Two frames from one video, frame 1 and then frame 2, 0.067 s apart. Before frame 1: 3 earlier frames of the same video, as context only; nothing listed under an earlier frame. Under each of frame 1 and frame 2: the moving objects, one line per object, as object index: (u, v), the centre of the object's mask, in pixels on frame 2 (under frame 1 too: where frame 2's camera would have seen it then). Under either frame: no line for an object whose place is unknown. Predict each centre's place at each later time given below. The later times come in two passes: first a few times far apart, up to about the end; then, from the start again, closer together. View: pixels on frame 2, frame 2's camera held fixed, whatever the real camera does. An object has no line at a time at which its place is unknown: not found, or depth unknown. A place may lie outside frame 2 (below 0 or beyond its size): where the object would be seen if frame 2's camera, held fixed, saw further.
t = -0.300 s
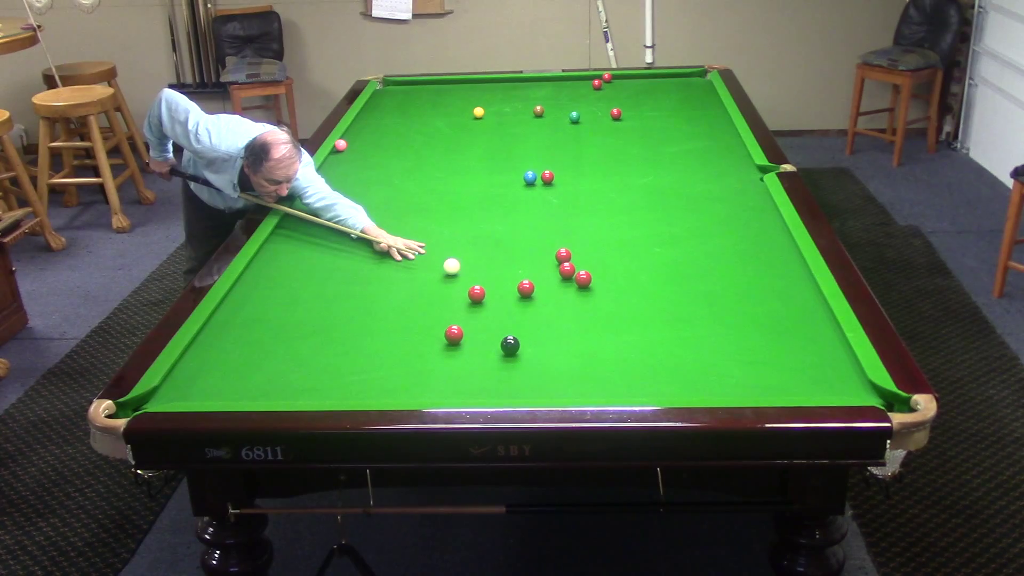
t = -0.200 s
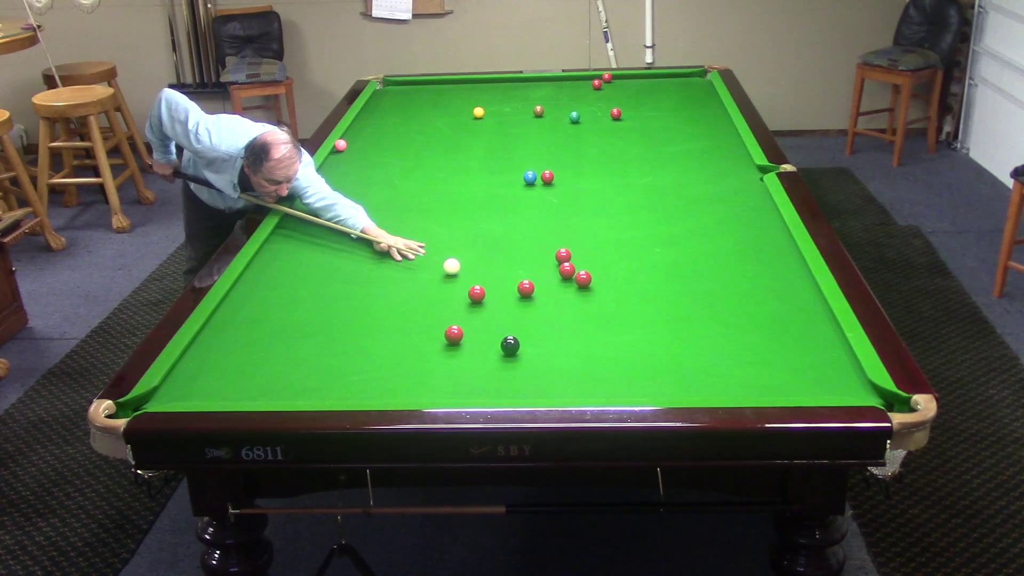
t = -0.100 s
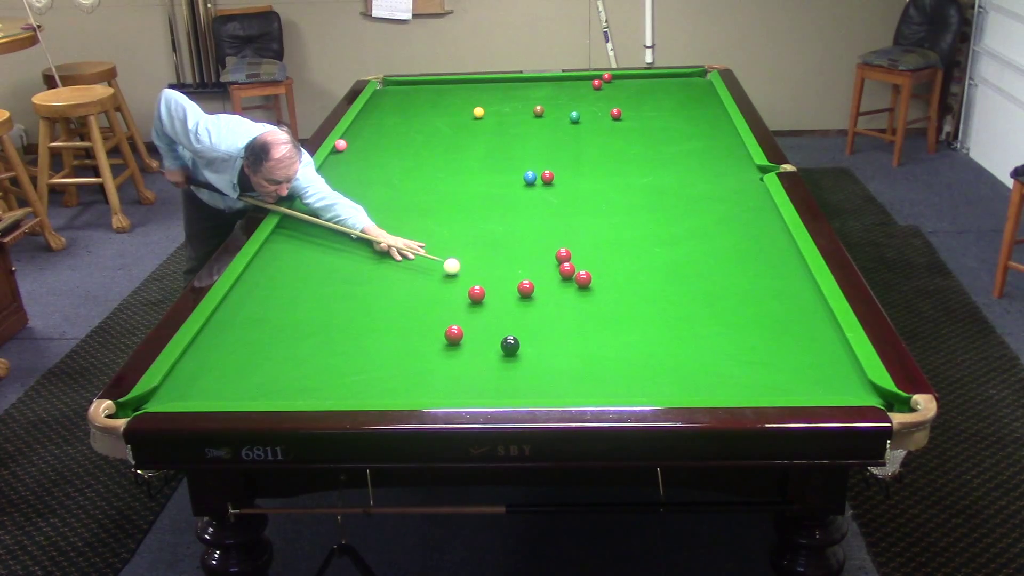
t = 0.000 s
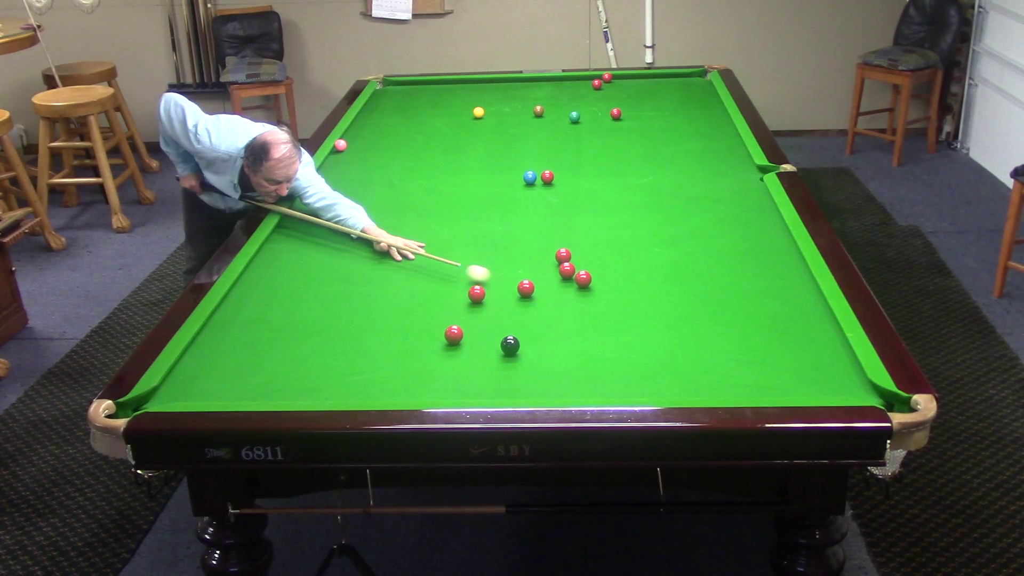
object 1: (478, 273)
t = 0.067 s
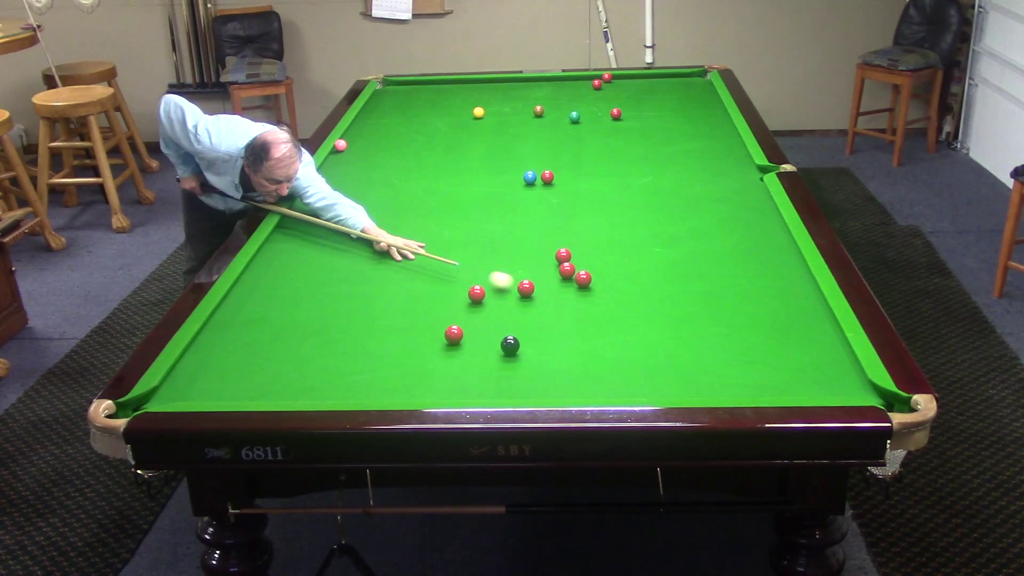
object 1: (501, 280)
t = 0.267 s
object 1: (520, 285)
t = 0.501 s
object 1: (535, 288)
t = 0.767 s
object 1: (551, 291)
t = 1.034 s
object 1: (566, 293)
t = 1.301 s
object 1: (579, 296)
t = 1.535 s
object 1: (590, 298)
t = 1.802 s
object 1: (600, 300)
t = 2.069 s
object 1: (608, 302)
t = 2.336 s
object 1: (614, 304)
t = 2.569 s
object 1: (619, 304)
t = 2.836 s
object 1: (622, 305)
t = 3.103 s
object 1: (625, 305)
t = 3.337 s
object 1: (625, 305)
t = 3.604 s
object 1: (625, 305)
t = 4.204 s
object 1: (625, 305)
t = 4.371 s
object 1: (625, 305)
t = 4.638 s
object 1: (625, 305)
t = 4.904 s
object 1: (625, 305)
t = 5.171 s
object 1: (625, 305)
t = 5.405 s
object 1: (625, 305)
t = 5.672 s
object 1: (625, 305)
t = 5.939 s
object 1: (625, 305)
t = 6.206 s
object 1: (625, 305)
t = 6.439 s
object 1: (625, 305)
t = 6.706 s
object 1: (625, 305)
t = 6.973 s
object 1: (625, 305)
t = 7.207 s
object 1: (625, 305)
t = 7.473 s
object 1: (625, 305)
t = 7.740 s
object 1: (625, 305)
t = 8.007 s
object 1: (625, 305)
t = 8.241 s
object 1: (625, 305)
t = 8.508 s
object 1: (625, 305)
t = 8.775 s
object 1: (625, 305)
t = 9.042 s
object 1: (625, 305)
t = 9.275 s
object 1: (625, 305)
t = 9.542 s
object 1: (625, 305)
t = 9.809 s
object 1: (625, 305)
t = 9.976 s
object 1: (625, 305)
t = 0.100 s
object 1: (510, 283)
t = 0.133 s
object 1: (513, 283)
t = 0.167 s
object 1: (514, 284)
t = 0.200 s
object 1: (515, 284)
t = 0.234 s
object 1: (517, 284)
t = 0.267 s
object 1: (520, 285)
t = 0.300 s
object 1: (522, 285)
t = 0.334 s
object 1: (524, 286)
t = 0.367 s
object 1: (526, 286)
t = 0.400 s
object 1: (529, 286)
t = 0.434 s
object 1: (531, 287)
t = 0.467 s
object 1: (533, 287)
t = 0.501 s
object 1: (535, 288)
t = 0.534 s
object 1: (537, 288)
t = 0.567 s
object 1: (539, 288)
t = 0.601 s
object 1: (541, 289)
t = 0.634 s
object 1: (543, 289)
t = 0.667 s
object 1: (545, 289)
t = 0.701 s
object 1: (547, 290)
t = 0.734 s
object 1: (549, 290)
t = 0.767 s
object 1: (551, 291)
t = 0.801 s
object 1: (553, 291)
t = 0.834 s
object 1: (555, 291)
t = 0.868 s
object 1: (557, 292)
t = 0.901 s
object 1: (559, 292)
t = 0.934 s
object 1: (560, 292)
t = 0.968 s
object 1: (562, 293)
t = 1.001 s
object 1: (564, 293)
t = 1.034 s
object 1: (566, 293)
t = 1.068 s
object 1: (568, 294)
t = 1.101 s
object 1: (569, 294)
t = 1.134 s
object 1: (571, 295)
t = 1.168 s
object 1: (573, 295)
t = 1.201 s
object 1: (575, 295)
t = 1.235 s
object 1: (576, 295)
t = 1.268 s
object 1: (578, 296)
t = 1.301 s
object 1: (579, 296)
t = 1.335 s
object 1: (581, 297)
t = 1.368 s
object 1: (582, 297)
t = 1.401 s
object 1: (584, 297)
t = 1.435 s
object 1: (586, 297)
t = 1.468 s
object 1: (587, 298)
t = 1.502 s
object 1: (588, 298)
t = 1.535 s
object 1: (590, 298)
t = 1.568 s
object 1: (591, 298)
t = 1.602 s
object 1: (592, 299)
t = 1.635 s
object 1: (594, 299)
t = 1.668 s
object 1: (595, 299)
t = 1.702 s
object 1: (596, 299)
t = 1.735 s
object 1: (597, 300)
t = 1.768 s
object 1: (599, 300)
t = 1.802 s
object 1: (600, 300)
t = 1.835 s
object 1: (601, 300)
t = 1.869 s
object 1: (602, 301)
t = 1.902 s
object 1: (603, 301)
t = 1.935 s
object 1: (604, 301)
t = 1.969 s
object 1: (605, 301)
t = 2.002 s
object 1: (606, 302)
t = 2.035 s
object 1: (607, 302)
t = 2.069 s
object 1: (608, 302)
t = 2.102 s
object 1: (609, 302)
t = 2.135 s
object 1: (610, 302)
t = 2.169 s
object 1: (610, 303)
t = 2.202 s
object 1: (611, 303)
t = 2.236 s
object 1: (612, 303)
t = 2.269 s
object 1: (613, 303)
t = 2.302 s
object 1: (614, 303)
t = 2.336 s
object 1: (614, 304)
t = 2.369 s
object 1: (615, 304)
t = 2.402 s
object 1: (616, 304)
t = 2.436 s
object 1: (616, 304)
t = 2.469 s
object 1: (617, 304)
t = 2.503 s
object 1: (617, 304)
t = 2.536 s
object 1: (618, 304)
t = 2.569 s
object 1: (619, 304)
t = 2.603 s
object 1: (619, 304)
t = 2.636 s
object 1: (620, 304)
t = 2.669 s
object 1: (620, 304)
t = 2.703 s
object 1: (621, 304)
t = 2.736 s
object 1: (621, 305)
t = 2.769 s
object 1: (621, 305)
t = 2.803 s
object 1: (622, 305)
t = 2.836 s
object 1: (622, 305)
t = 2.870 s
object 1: (623, 305)
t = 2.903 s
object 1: (623, 305)
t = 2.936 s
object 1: (623, 305)
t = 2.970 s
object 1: (624, 305)
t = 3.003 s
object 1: (624, 305)
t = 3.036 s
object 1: (624, 305)
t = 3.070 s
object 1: (624, 305)
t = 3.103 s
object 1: (625, 305)
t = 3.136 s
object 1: (625, 305)
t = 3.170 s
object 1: (625, 305)
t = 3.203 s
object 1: (625, 305)
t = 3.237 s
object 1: (625, 305)
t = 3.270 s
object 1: (625, 305)
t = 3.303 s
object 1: (625, 305)
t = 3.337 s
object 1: (625, 305)
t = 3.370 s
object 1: (625, 305)
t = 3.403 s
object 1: (625, 305)
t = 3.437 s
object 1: (625, 305)
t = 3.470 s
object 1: (625, 305)
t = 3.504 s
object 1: (625, 305)
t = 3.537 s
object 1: (625, 305)
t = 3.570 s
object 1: (625, 305)
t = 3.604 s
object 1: (625, 305)
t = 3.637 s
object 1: (625, 305)
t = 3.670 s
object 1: (625, 305)
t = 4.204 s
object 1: (625, 305)
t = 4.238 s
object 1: (625, 305)
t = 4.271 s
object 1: (625, 305)
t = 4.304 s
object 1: (625, 305)
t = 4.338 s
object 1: (625, 305)
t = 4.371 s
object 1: (625, 305)
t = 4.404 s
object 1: (625, 305)
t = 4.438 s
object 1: (625, 305)
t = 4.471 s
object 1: (625, 305)
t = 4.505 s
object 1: (625, 305)
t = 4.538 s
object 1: (625, 305)
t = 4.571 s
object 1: (625, 305)
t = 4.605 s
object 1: (625, 305)
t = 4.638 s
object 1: (625, 305)
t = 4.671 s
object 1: (625, 305)
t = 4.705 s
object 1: (625, 305)
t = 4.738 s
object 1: (625, 305)
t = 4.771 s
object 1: (625, 305)
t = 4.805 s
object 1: (625, 305)
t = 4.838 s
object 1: (625, 305)
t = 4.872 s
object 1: (625, 305)
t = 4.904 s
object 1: (625, 305)
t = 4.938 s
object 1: (625, 305)
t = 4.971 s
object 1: (625, 305)
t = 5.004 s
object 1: (625, 305)
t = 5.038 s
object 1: (625, 305)
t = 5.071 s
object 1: (625, 305)
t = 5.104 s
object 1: (625, 305)
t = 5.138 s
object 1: (625, 305)
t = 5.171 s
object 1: (625, 305)
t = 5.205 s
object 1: (625, 305)
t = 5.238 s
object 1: (625, 305)
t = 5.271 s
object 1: (625, 305)
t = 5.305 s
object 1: (625, 305)
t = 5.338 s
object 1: (625, 305)
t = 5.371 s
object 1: (625, 305)
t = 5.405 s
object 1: (625, 305)
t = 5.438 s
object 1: (625, 305)
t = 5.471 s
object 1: (625, 305)
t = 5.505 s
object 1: (625, 305)
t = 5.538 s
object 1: (625, 305)
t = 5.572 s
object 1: (625, 305)
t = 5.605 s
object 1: (625, 305)
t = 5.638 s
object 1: (625, 305)
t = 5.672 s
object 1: (625, 305)
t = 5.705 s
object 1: (625, 305)
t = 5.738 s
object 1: (625, 305)
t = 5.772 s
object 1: (625, 305)
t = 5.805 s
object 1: (625, 305)
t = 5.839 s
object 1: (625, 305)
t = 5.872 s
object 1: (625, 305)
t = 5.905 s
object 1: (625, 305)
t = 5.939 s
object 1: (625, 305)
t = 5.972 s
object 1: (625, 305)
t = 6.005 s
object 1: (625, 305)
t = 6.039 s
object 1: (625, 305)
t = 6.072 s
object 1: (625, 305)
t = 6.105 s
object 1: (625, 305)
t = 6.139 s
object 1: (625, 305)
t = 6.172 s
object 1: (625, 305)
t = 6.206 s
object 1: (625, 305)
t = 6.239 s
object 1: (625, 305)
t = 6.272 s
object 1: (625, 305)
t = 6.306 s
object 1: (625, 305)
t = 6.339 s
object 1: (625, 305)
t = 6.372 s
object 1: (625, 305)
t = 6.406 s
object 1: (625, 305)
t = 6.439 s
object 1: (625, 305)
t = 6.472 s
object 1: (625, 305)
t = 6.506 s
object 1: (625, 305)
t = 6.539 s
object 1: (625, 305)
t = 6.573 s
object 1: (625, 305)
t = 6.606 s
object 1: (625, 305)
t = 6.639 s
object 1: (625, 305)
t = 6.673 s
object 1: (625, 305)
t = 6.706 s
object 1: (625, 305)
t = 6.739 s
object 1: (625, 305)
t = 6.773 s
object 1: (625, 305)
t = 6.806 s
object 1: (625, 305)
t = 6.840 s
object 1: (625, 305)
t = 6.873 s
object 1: (625, 305)
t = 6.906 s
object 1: (625, 305)
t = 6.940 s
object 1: (625, 305)
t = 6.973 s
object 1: (625, 305)
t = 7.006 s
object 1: (625, 305)
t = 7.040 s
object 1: (625, 305)
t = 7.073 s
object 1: (625, 305)
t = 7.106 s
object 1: (625, 305)
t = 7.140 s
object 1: (625, 305)
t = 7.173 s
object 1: (625, 305)
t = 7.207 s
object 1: (625, 305)
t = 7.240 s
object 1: (625, 305)
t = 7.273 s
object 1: (625, 305)
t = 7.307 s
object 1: (625, 305)
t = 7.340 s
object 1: (625, 305)
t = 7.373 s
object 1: (625, 305)
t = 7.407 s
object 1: (625, 305)
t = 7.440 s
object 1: (625, 305)
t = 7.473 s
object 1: (625, 305)
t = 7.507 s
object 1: (625, 305)
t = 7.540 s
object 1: (625, 305)
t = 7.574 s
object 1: (625, 305)
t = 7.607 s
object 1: (625, 305)
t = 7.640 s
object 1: (625, 305)
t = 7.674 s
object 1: (625, 305)
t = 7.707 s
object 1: (625, 305)
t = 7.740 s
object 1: (625, 305)
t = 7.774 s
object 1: (625, 305)
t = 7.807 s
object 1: (625, 305)
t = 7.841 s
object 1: (625, 305)
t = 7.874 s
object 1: (625, 305)
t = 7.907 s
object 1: (625, 305)
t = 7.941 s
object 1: (625, 305)
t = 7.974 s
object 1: (625, 305)
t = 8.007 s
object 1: (625, 305)
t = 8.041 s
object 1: (625, 305)
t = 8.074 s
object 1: (625, 305)
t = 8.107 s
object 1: (625, 305)
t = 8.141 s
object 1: (625, 305)
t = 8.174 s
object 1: (625, 305)
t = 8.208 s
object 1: (625, 305)
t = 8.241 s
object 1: (625, 305)
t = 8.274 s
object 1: (625, 305)
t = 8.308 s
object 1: (625, 305)
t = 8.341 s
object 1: (625, 305)
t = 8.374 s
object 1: (625, 305)
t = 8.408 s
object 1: (625, 305)
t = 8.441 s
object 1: (625, 305)
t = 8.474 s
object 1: (625, 305)
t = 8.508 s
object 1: (625, 305)
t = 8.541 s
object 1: (625, 305)
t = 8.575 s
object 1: (625, 305)
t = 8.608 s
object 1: (625, 305)
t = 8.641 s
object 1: (625, 305)
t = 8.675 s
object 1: (625, 305)
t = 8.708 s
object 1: (625, 305)
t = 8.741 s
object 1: (625, 305)
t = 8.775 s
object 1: (625, 305)
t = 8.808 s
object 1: (625, 305)
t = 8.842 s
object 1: (625, 305)
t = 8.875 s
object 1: (625, 305)
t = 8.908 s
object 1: (625, 305)
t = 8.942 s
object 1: (625, 305)
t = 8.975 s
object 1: (625, 305)
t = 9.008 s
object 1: (625, 305)
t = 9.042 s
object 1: (625, 305)
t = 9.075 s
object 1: (625, 305)
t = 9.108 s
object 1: (625, 305)
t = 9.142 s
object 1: (625, 305)
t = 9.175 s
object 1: (625, 305)
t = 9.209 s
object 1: (625, 305)
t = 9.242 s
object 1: (625, 305)
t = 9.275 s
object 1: (625, 305)
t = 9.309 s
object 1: (625, 305)
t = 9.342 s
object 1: (625, 305)
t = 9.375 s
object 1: (625, 305)
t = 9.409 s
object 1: (625, 305)
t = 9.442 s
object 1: (625, 305)
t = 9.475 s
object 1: (625, 305)
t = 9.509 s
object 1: (625, 305)
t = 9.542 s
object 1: (625, 305)
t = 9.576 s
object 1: (625, 305)
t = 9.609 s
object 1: (625, 305)
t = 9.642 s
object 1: (625, 305)
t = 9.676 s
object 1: (625, 305)
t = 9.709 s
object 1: (625, 305)
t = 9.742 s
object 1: (625, 305)
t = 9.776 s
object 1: (625, 305)
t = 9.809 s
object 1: (625, 305)
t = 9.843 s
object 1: (625, 305)
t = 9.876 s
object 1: (625, 305)
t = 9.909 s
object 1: (625, 305)
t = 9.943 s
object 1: (625, 305)
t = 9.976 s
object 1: (625, 305)
